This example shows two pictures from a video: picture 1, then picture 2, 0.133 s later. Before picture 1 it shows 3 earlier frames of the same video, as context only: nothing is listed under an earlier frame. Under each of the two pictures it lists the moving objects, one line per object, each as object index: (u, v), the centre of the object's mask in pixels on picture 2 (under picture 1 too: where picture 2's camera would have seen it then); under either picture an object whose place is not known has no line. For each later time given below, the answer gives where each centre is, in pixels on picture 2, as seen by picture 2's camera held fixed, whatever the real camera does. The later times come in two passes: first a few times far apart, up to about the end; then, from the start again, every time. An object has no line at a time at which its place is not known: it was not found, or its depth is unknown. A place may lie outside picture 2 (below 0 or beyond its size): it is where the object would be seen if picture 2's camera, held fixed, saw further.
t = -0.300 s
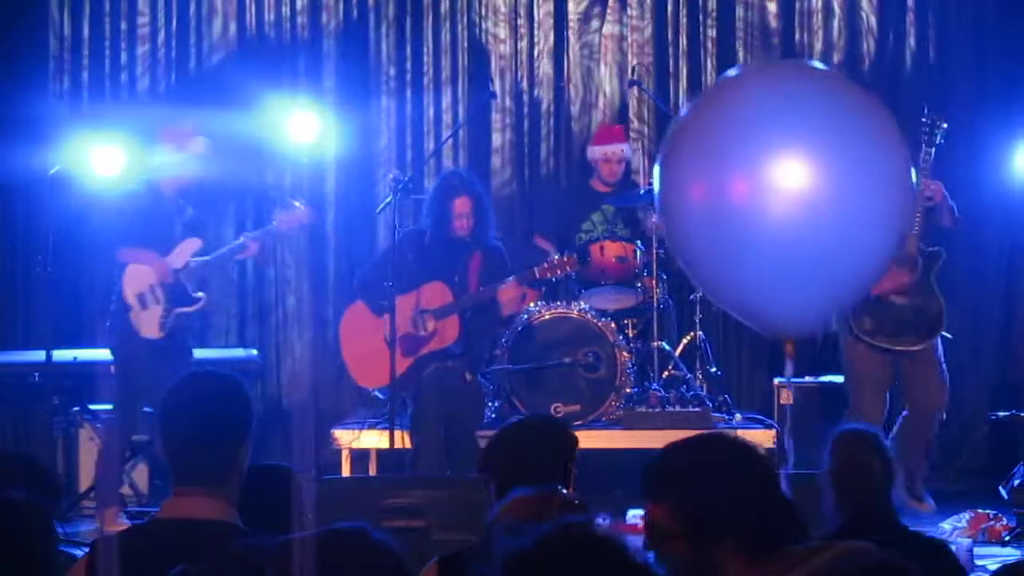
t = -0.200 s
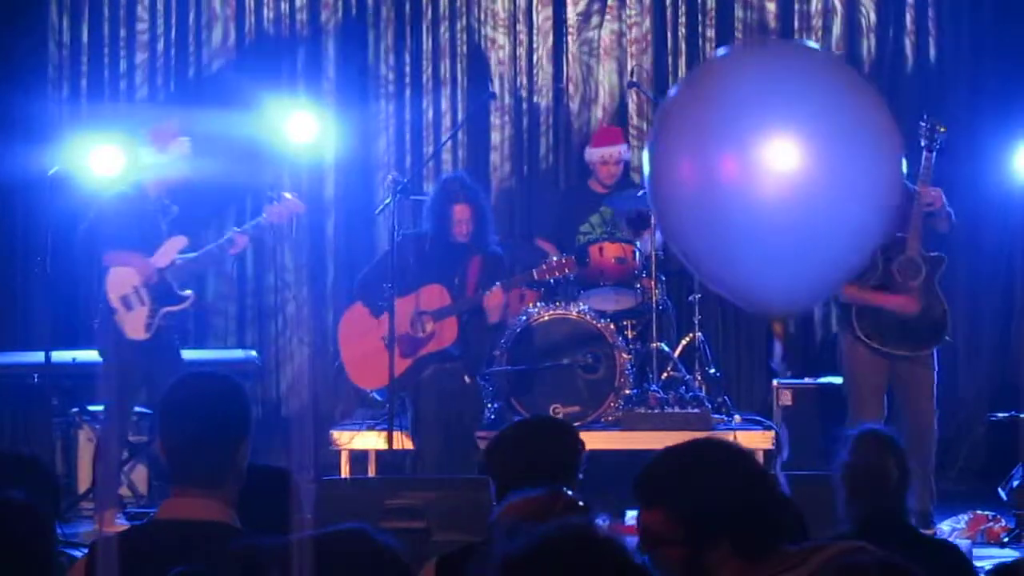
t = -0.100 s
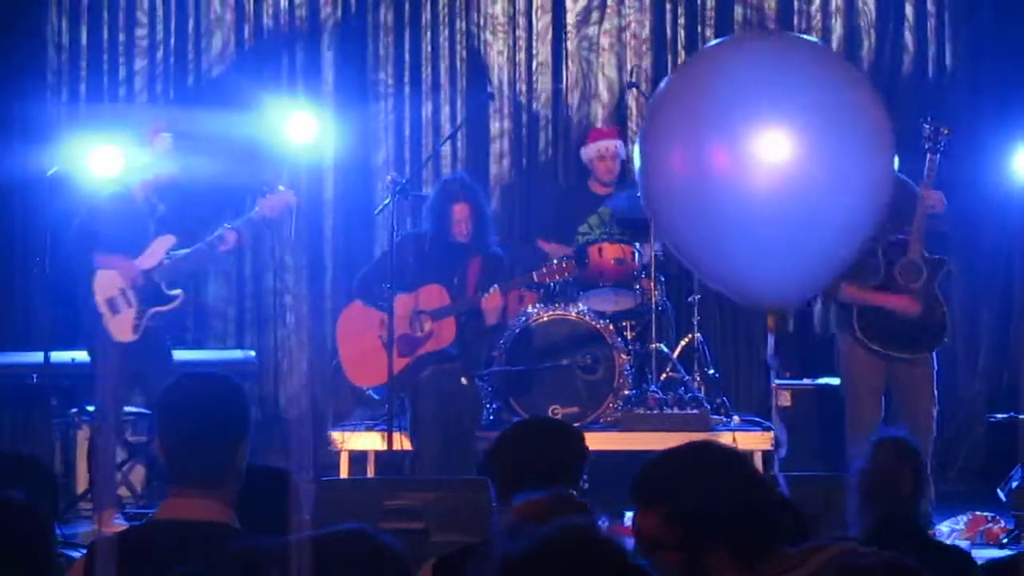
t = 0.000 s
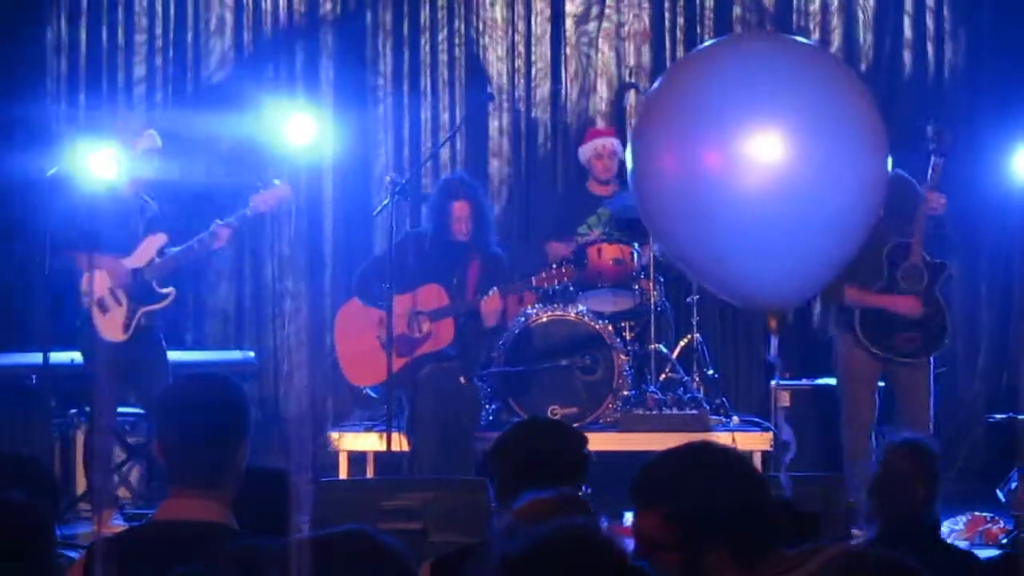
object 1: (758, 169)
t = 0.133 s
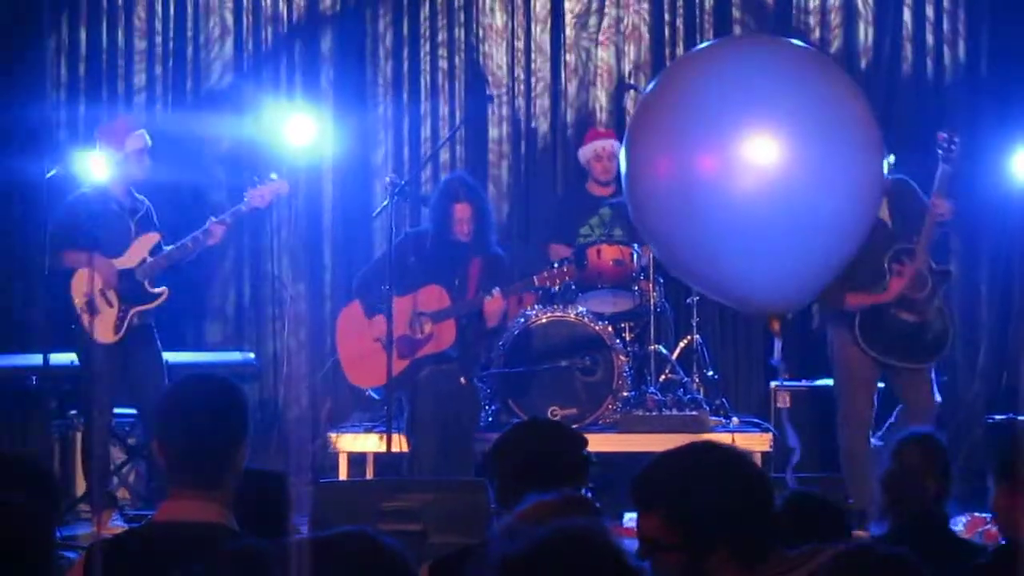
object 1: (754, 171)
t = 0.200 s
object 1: (753, 171)
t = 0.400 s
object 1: (763, 185)
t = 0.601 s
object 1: (784, 166)
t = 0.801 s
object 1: (817, 154)
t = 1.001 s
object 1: (853, 122)
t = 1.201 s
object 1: (873, 135)
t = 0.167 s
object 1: (753, 171)
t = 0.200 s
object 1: (753, 171)
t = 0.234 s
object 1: (754, 174)
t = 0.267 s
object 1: (754, 177)
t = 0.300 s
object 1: (756, 180)
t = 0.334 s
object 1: (758, 182)
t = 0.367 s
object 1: (760, 184)
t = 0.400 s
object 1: (763, 185)
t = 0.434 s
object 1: (765, 184)
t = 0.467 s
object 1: (768, 182)
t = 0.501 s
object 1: (771, 179)
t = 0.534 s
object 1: (775, 174)
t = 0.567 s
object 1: (779, 169)
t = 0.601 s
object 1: (784, 166)
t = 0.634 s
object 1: (788, 165)
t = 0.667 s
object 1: (793, 165)
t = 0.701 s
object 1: (799, 163)
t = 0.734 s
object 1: (805, 161)
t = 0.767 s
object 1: (811, 158)
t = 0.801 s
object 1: (817, 154)
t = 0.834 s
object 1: (824, 149)
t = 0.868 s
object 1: (830, 143)
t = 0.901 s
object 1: (836, 137)
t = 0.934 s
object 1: (843, 131)
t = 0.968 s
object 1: (848, 125)
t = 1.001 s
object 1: (853, 122)
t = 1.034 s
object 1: (857, 120)
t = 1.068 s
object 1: (861, 120)
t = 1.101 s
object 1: (866, 122)
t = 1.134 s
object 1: (869, 124)
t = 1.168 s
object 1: (872, 128)
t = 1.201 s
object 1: (873, 135)
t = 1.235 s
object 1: (873, 144)
